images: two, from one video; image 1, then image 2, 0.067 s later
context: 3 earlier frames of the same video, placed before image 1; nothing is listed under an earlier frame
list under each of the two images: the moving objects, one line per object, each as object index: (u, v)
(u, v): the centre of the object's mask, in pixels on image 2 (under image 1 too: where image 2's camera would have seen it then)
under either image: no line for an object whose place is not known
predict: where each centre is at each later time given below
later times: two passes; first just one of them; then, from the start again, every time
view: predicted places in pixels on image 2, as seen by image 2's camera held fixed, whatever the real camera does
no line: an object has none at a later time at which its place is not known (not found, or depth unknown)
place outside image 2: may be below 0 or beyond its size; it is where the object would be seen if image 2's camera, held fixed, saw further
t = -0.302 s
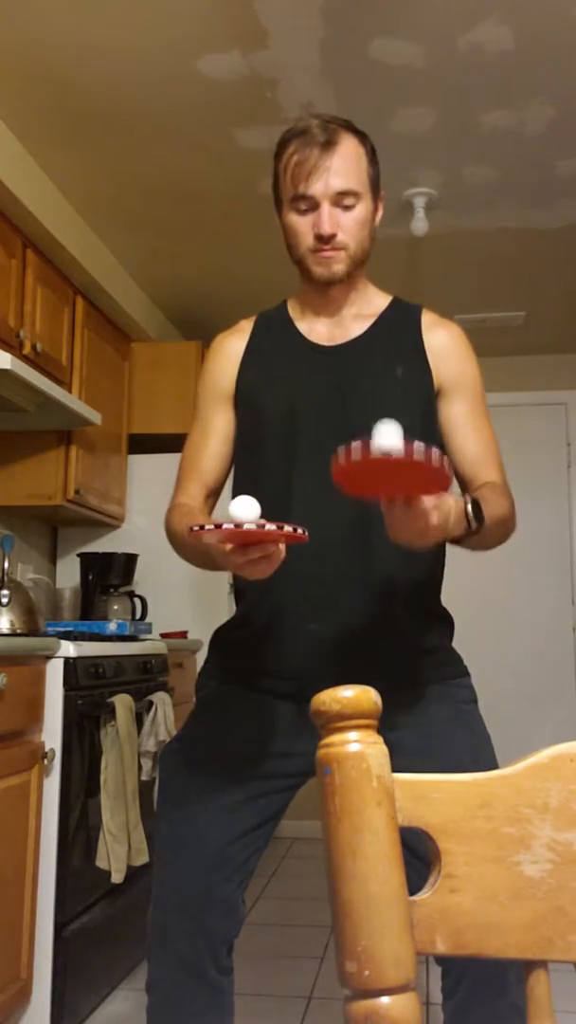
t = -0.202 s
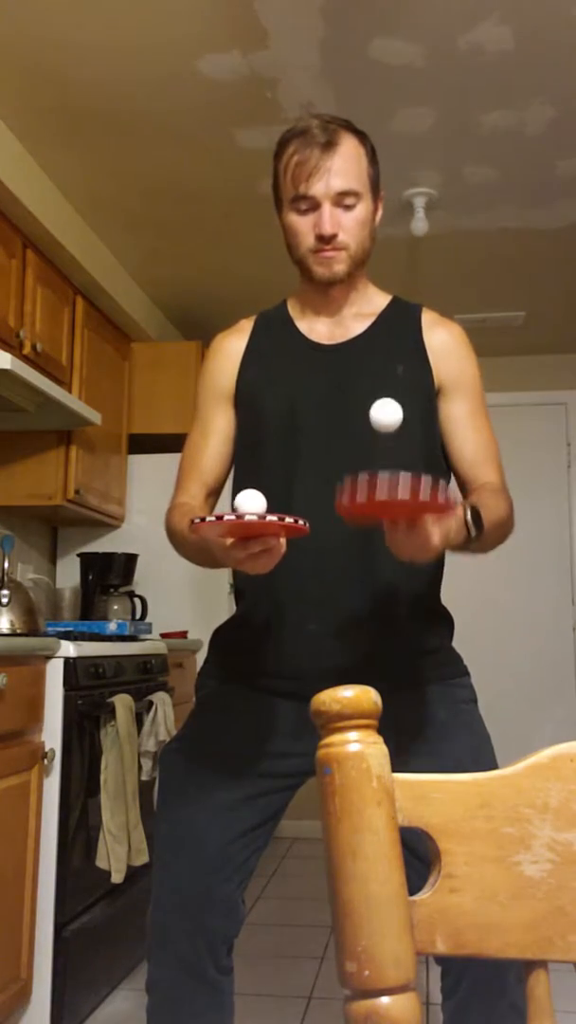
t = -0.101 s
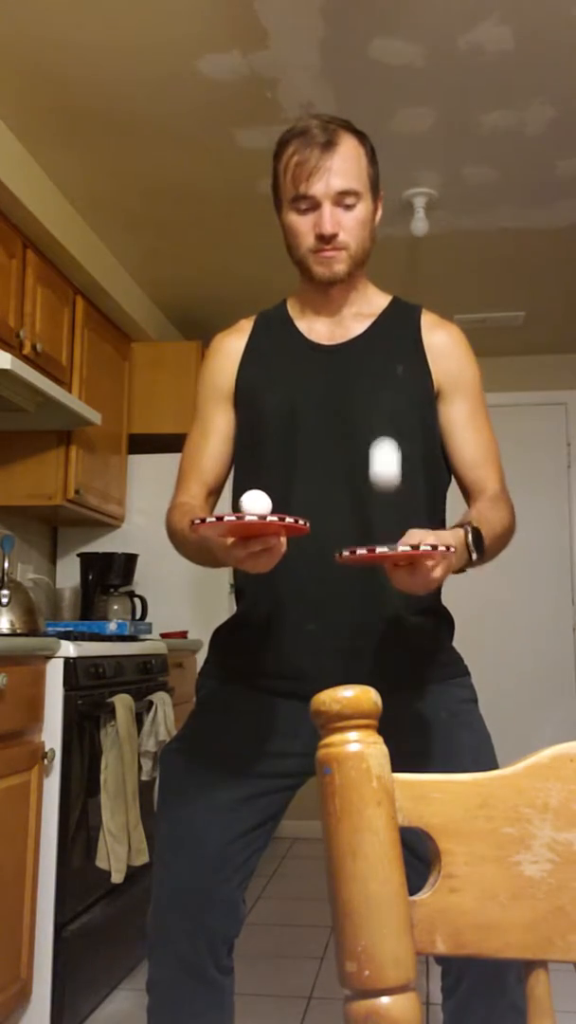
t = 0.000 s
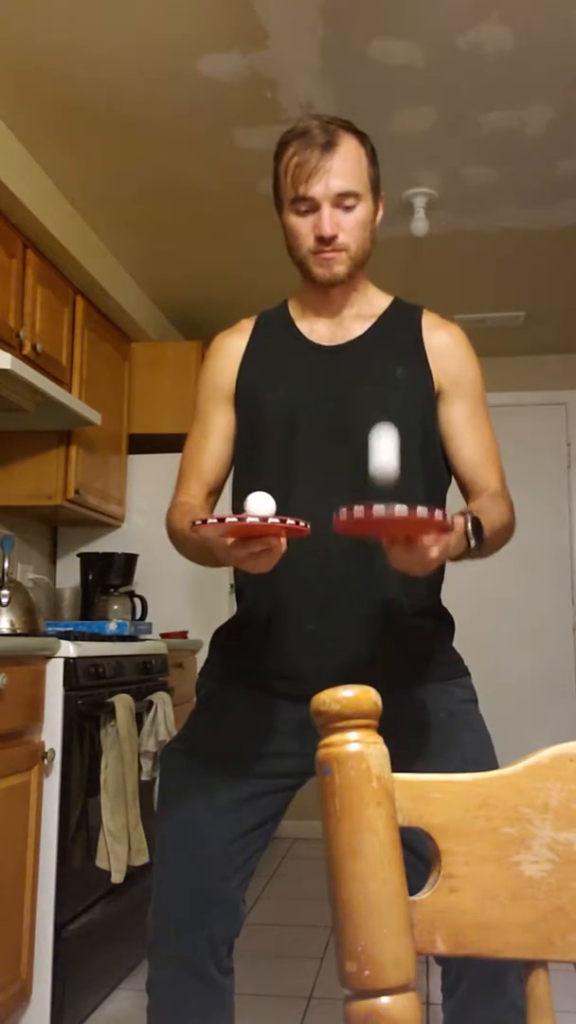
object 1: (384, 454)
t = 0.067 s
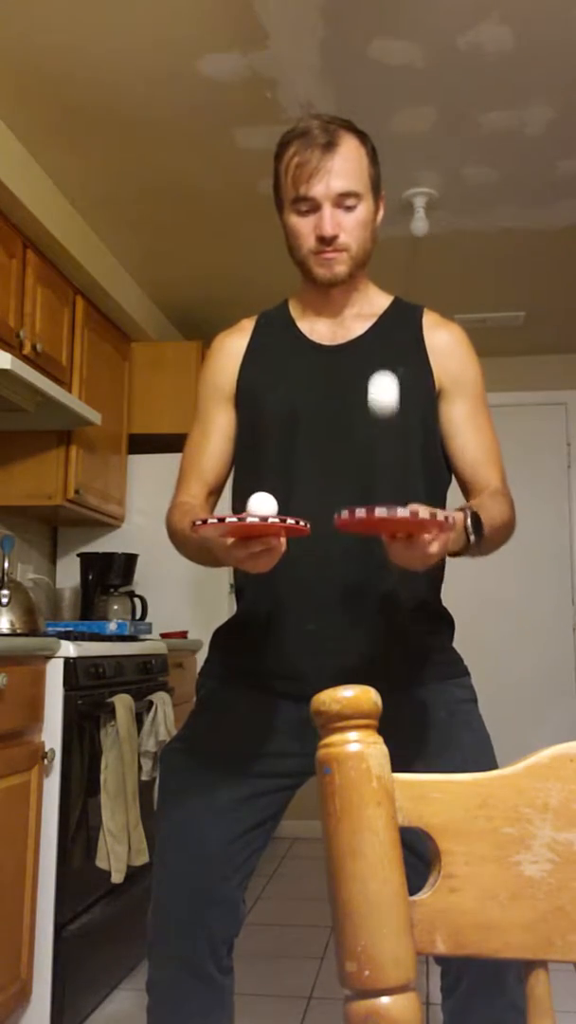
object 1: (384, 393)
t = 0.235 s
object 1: (383, 395)
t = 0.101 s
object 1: (383, 378)
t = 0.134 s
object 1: (383, 369)
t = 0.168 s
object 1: (383, 369)
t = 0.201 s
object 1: (383, 378)
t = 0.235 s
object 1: (383, 395)
